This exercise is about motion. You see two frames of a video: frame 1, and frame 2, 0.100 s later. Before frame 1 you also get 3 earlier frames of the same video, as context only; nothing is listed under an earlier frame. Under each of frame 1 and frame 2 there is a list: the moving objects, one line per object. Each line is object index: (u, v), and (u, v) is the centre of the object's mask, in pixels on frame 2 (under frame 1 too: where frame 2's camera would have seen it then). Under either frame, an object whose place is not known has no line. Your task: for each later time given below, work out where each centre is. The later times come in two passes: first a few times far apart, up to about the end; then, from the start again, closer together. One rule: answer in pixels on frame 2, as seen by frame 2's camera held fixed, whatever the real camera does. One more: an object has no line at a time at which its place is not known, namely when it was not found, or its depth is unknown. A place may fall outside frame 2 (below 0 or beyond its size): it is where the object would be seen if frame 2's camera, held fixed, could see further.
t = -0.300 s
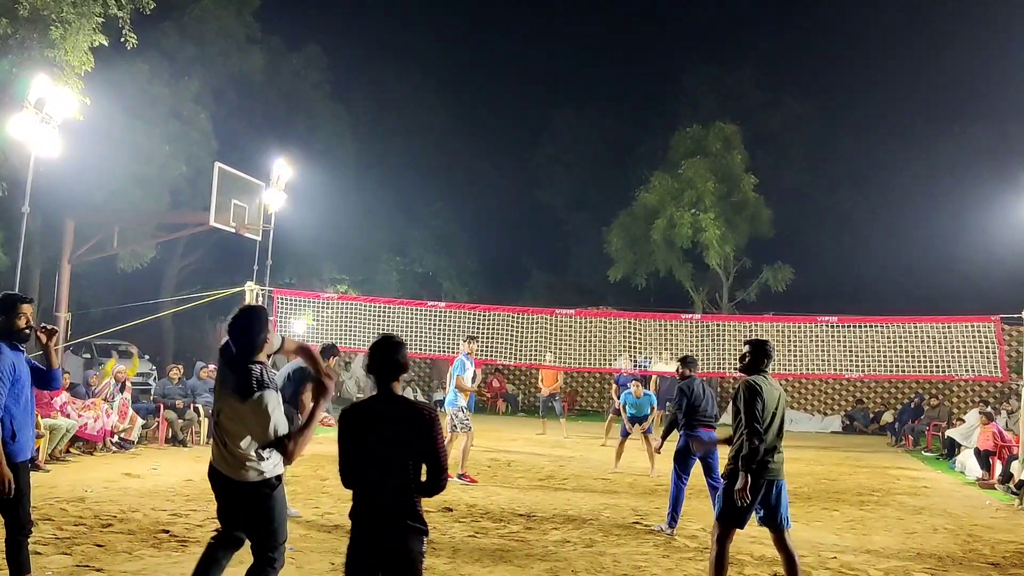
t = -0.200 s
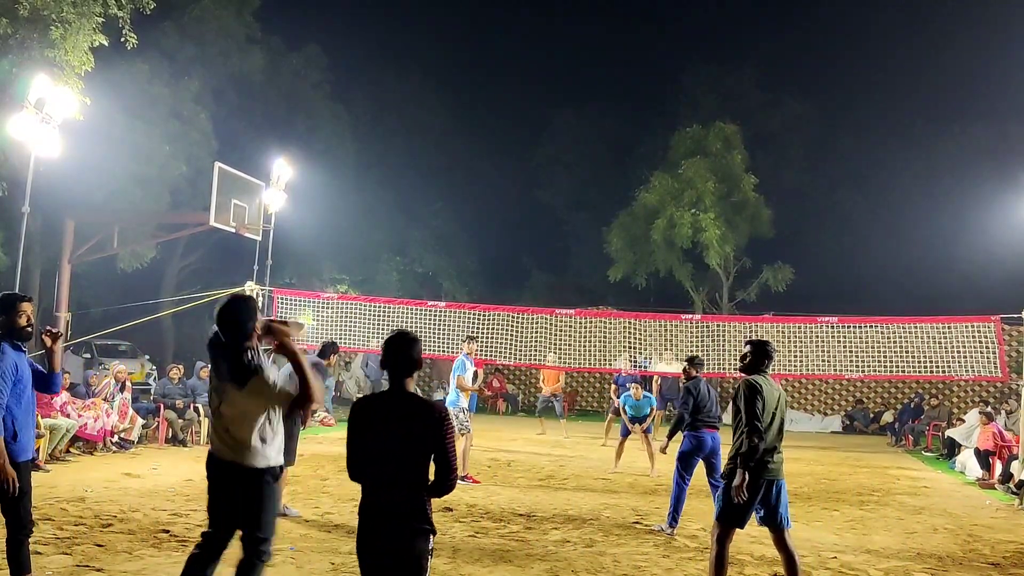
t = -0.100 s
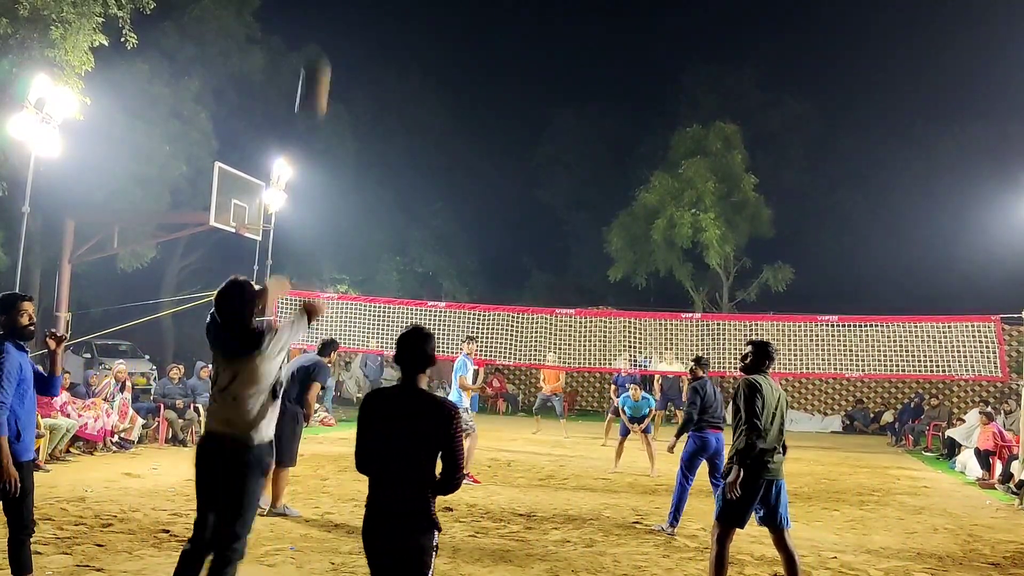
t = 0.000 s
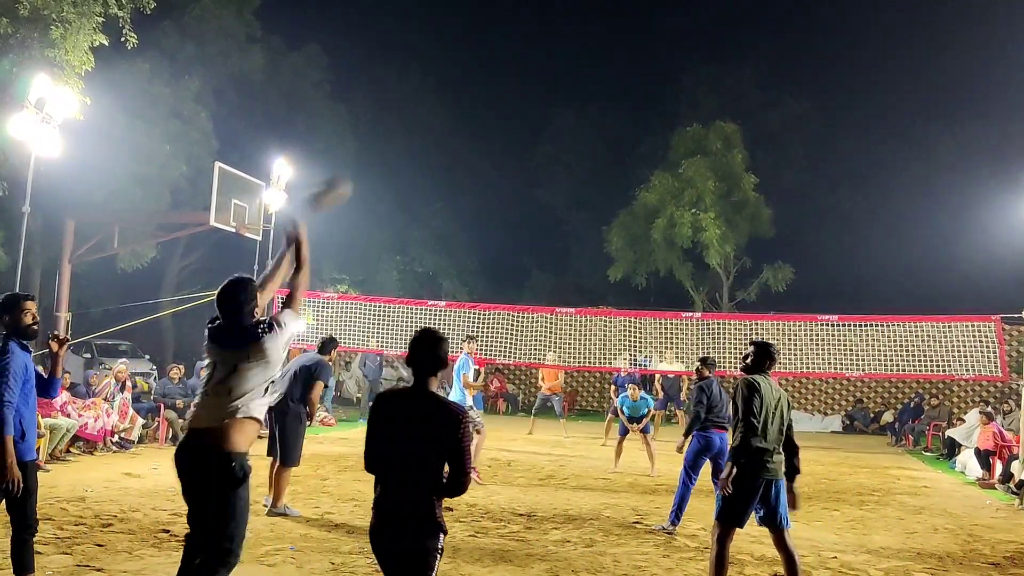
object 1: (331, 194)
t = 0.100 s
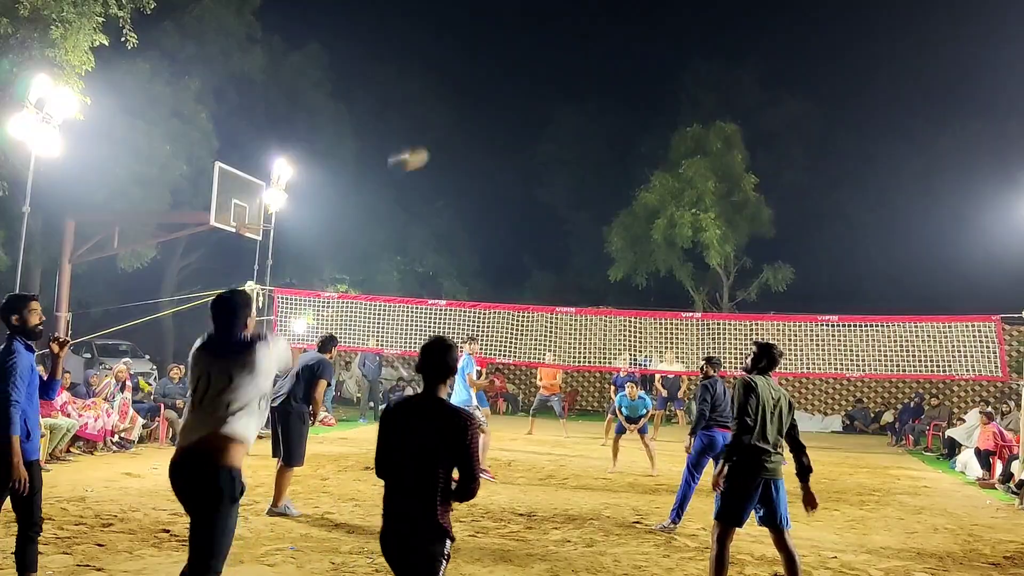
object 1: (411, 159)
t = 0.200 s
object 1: (463, 147)
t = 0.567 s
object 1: (576, 186)
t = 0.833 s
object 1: (623, 247)
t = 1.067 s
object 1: (654, 308)
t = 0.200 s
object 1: (463, 147)
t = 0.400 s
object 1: (536, 159)
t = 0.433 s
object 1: (545, 163)
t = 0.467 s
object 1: (554, 168)
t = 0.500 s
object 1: (562, 174)
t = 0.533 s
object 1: (569, 180)
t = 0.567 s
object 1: (576, 186)
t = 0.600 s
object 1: (584, 192)
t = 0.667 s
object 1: (596, 207)
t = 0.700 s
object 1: (602, 213)
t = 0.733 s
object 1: (608, 222)
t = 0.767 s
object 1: (613, 230)
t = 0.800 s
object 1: (618, 238)
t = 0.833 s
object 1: (623, 247)
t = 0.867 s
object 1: (628, 255)
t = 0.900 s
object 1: (633, 264)
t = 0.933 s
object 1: (638, 273)
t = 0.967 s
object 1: (642, 282)
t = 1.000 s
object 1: (646, 291)
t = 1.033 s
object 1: (651, 301)
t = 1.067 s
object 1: (654, 308)
